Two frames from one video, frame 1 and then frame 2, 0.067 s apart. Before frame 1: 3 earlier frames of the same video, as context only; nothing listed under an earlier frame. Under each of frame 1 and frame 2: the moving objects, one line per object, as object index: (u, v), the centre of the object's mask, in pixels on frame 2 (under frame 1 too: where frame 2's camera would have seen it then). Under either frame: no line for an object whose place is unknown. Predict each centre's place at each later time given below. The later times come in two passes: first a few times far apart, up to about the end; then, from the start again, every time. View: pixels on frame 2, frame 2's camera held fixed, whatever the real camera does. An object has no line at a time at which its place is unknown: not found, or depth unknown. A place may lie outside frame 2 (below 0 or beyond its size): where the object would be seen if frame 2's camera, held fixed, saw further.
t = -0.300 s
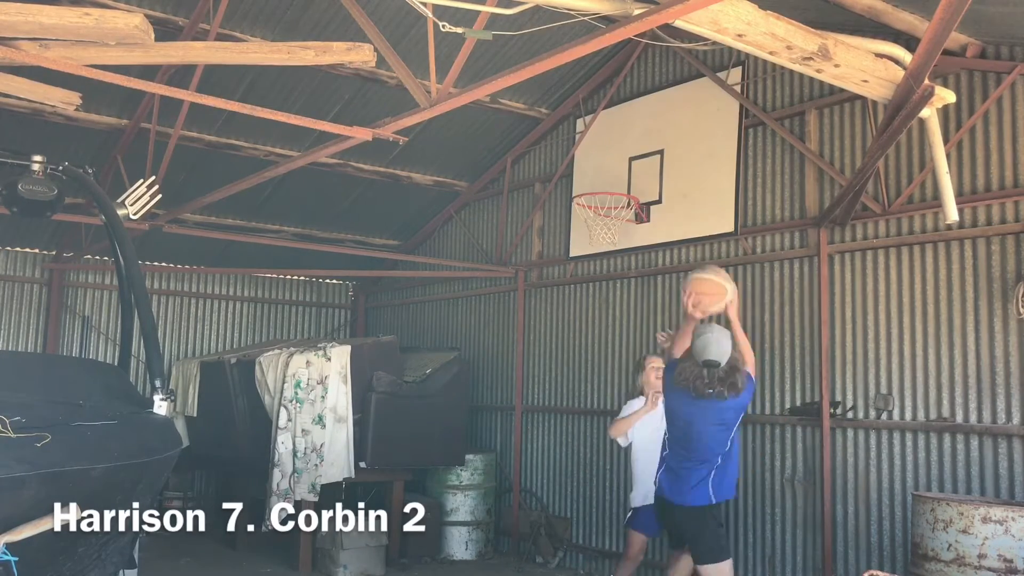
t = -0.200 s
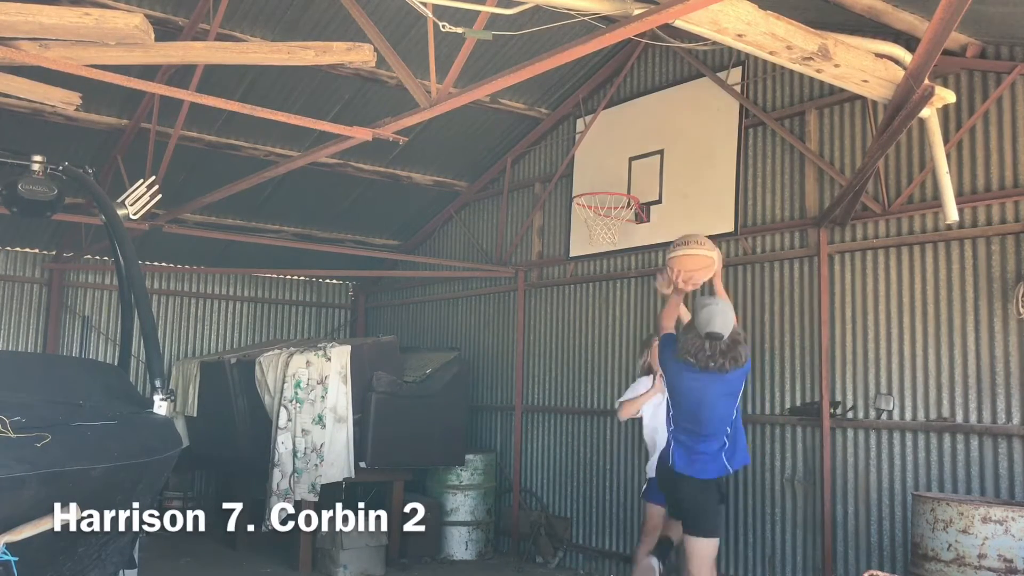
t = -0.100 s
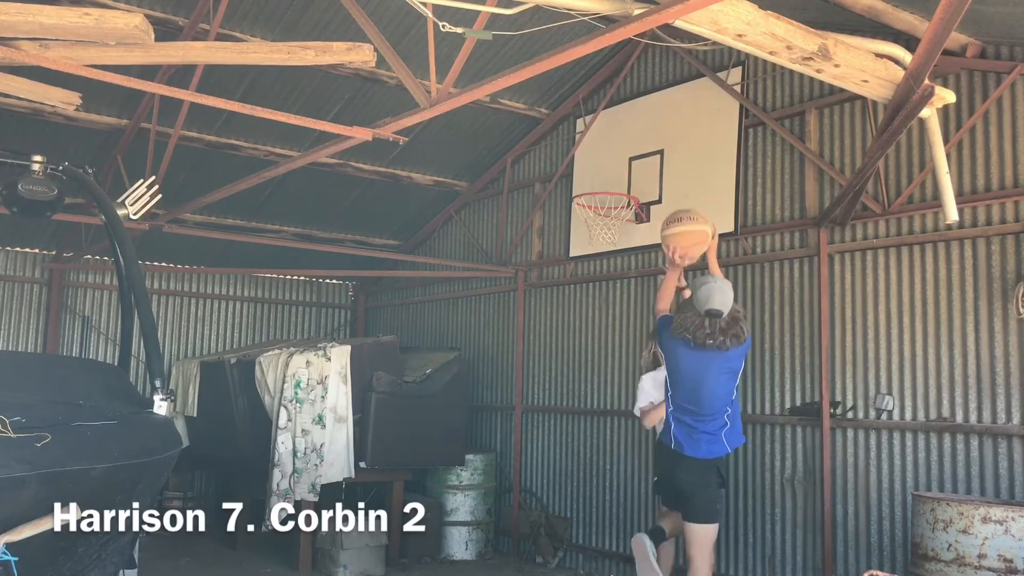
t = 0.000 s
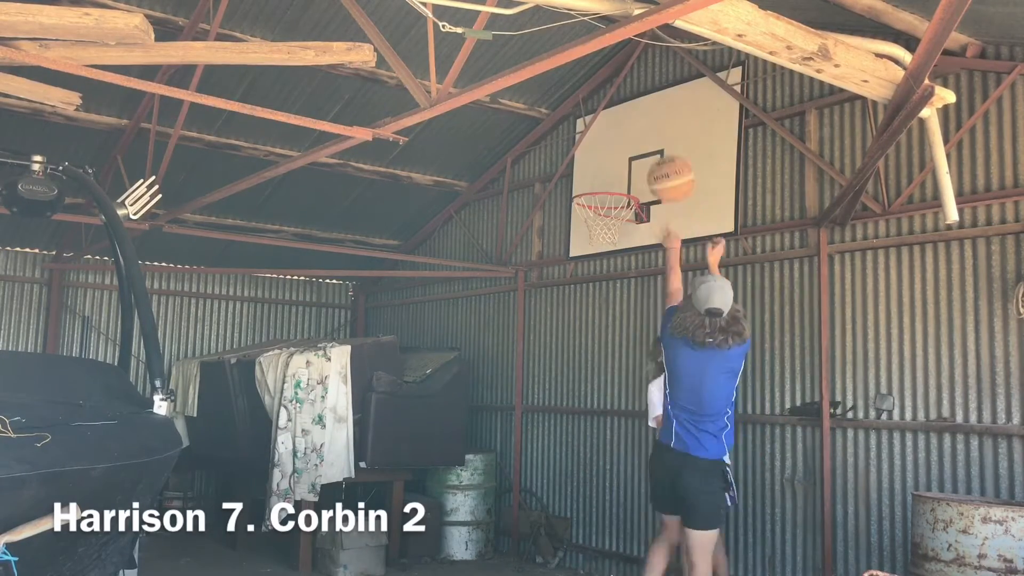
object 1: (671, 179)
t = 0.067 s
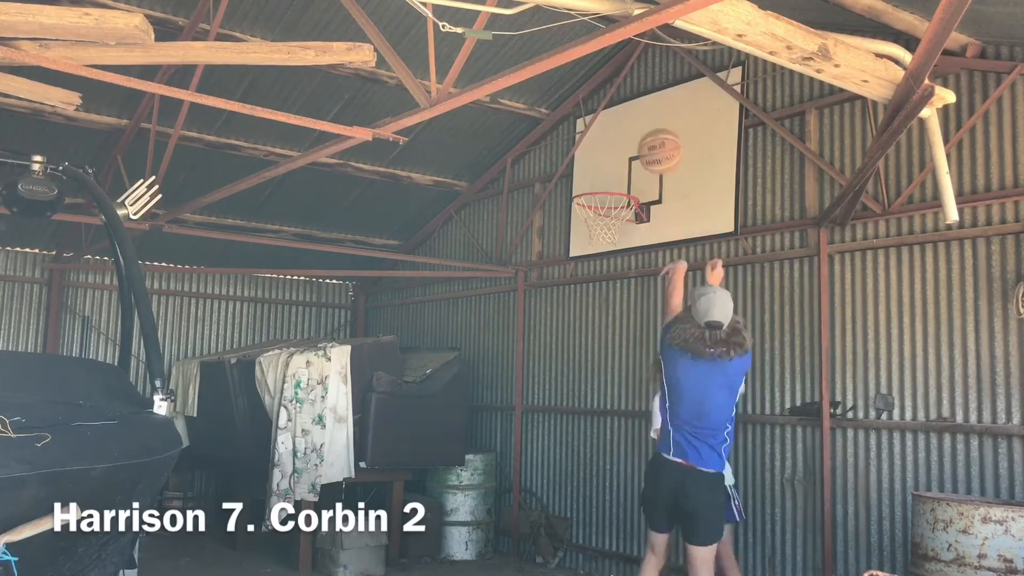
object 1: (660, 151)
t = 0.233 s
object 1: (635, 122)
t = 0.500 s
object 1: (603, 168)
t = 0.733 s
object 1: (583, 176)
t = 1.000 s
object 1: (568, 190)
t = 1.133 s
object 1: (566, 222)
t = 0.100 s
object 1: (654, 140)
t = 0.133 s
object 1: (649, 133)
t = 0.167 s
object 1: (645, 128)
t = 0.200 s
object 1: (640, 124)
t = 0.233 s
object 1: (635, 122)
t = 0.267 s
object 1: (631, 122)
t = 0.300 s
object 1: (626, 125)
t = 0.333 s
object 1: (622, 128)
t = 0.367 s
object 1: (618, 133)
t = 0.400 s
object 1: (614, 140)
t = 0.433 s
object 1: (610, 147)
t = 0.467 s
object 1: (607, 157)
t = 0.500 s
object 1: (603, 168)
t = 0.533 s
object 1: (599, 177)
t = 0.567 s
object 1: (596, 174)
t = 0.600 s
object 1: (595, 173)
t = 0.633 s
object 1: (592, 171)
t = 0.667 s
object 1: (589, 171)
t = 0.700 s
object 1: (586, 173)
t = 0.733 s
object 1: (583, 176)
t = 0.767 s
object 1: (581, 180)
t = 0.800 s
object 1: (577, 185)
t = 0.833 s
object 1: (576, 184)
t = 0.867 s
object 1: (575, 183)
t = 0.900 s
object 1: (574, 183)
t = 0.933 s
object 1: (572, 185)
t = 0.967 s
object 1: (571, 186)
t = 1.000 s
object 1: (568, 190)
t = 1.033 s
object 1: (567, 196)
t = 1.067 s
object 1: (565, 204)
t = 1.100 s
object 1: (565, 213)
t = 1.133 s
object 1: (566, 222)
